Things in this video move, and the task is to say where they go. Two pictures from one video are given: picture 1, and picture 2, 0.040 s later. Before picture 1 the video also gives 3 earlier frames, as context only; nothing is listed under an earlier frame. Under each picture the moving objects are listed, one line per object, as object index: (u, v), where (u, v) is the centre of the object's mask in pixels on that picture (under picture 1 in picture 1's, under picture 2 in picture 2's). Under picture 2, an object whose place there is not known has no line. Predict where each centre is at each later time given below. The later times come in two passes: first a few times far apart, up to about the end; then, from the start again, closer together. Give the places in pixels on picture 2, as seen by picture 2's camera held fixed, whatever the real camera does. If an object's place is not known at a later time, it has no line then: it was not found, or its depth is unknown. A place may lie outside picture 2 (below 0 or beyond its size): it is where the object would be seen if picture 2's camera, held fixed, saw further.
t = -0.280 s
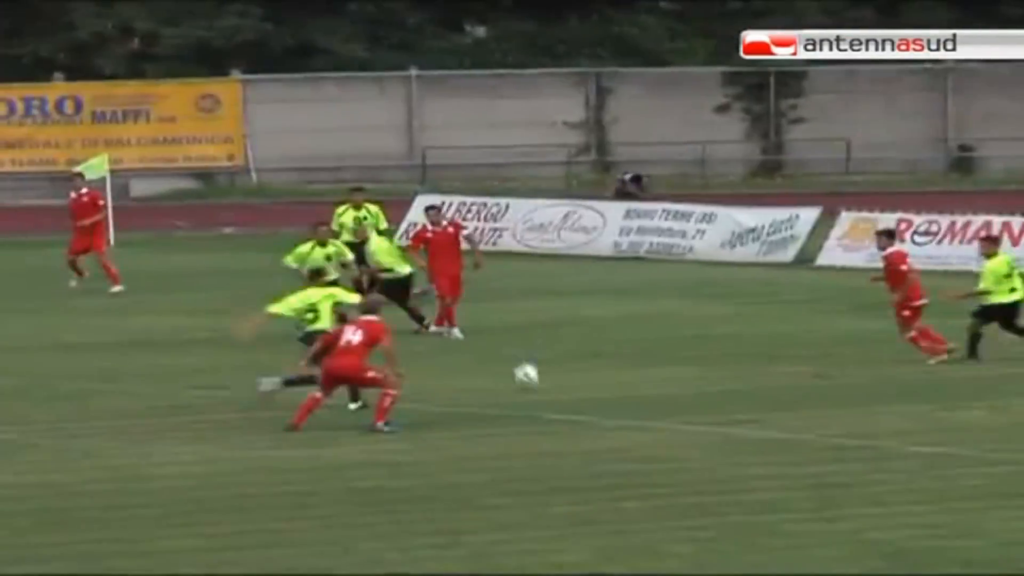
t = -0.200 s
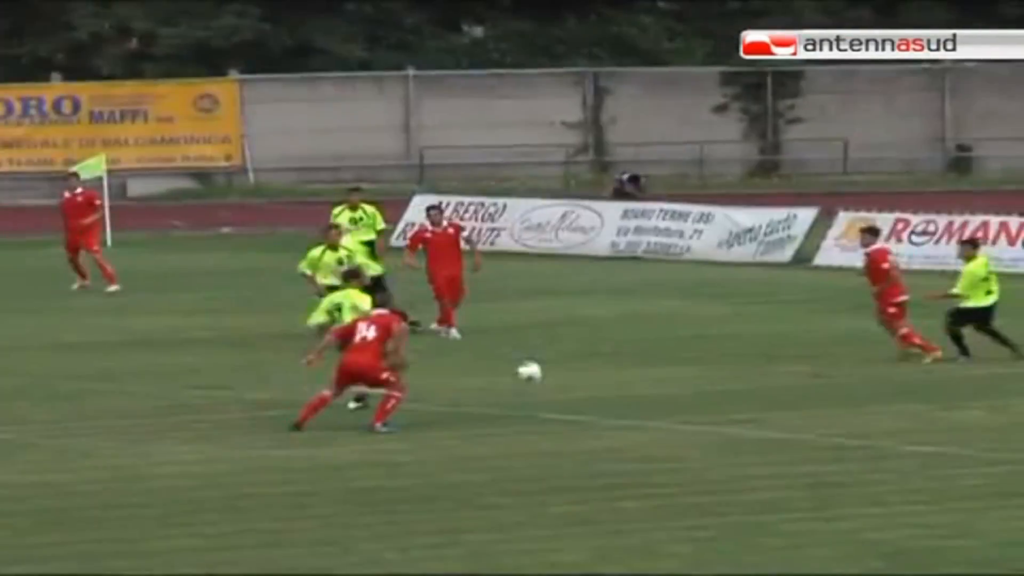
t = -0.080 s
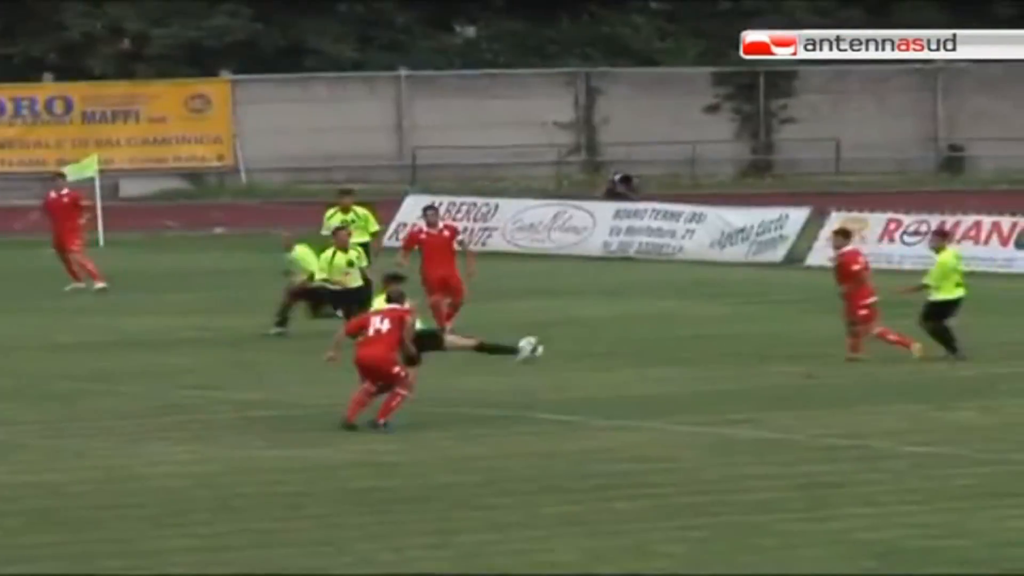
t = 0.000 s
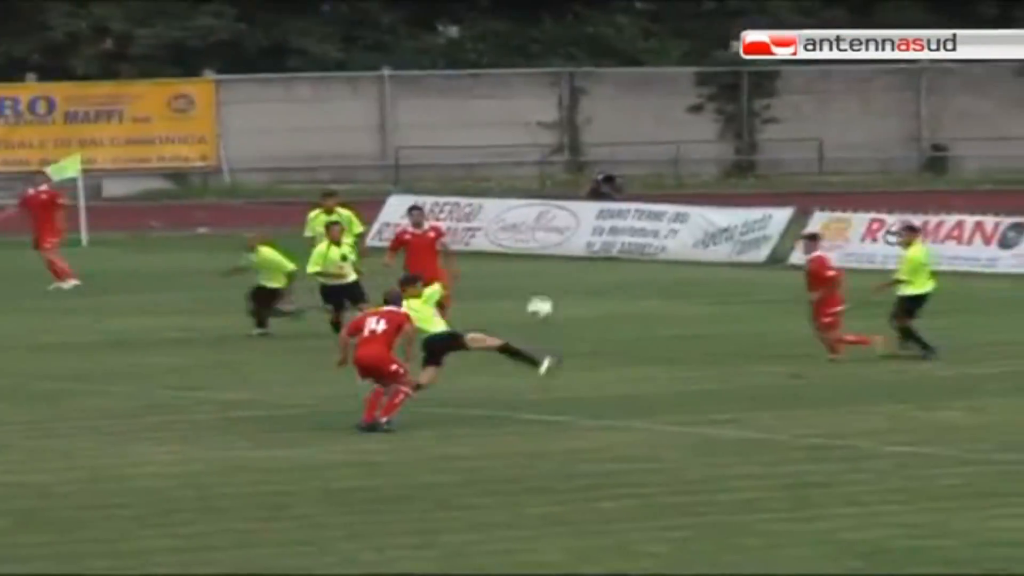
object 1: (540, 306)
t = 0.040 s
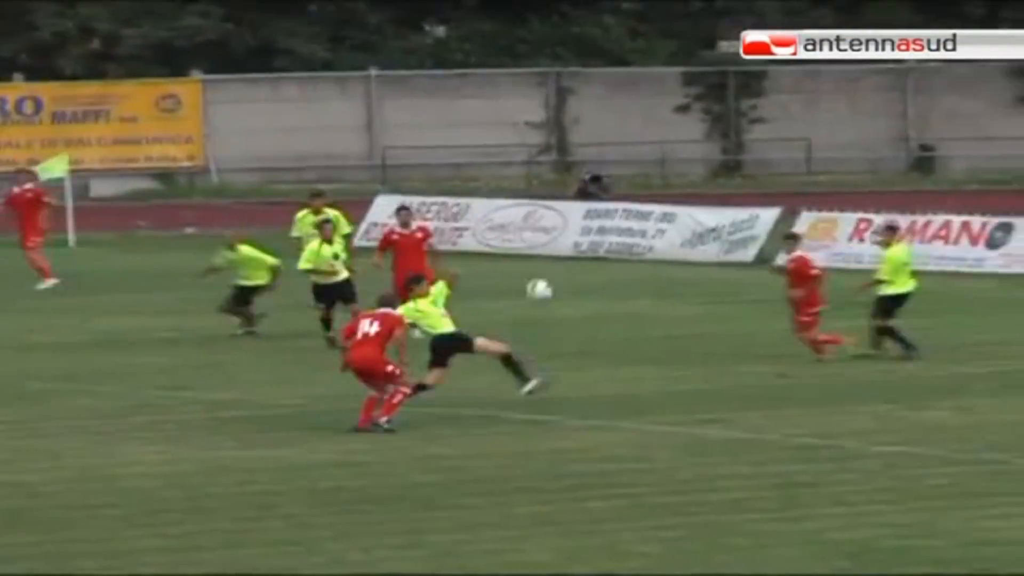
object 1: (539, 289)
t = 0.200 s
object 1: (585, 235)
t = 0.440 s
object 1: (638, 194)
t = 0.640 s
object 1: (674, 194)
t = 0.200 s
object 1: (585, 235)
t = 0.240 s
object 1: (595, 223)
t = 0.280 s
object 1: (602, 217)
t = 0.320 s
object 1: (612, 208)
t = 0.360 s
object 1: (622, 203)
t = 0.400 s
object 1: (630, 198)
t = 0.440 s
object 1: (638, 194)
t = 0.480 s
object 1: (646, 192)
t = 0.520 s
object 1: (653, 190)
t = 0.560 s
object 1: (661, 190)
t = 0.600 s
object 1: (668, 192)
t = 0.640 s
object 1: (674, 194)
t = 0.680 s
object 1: (681, 197)
